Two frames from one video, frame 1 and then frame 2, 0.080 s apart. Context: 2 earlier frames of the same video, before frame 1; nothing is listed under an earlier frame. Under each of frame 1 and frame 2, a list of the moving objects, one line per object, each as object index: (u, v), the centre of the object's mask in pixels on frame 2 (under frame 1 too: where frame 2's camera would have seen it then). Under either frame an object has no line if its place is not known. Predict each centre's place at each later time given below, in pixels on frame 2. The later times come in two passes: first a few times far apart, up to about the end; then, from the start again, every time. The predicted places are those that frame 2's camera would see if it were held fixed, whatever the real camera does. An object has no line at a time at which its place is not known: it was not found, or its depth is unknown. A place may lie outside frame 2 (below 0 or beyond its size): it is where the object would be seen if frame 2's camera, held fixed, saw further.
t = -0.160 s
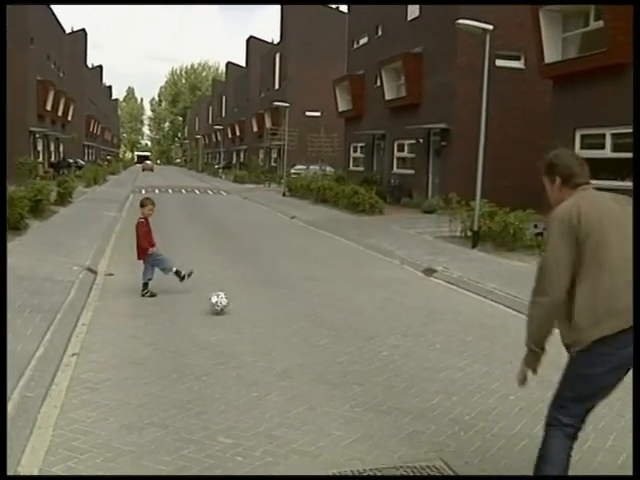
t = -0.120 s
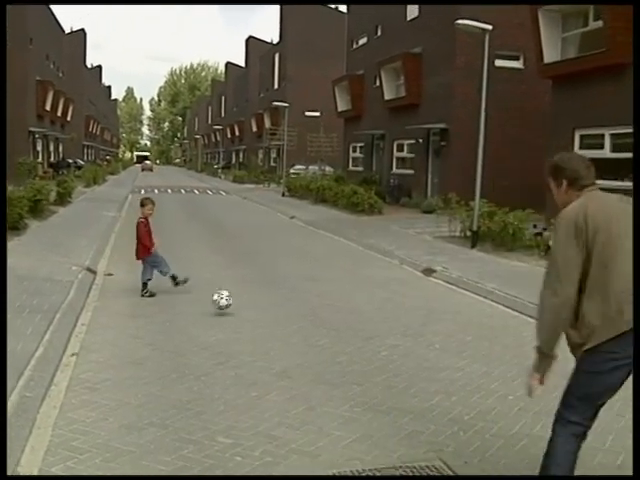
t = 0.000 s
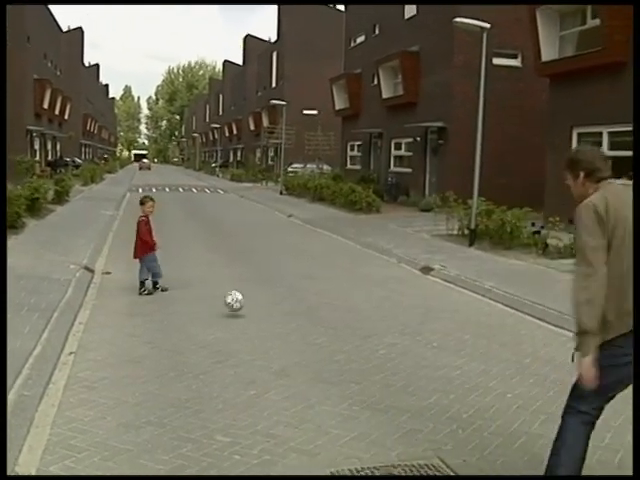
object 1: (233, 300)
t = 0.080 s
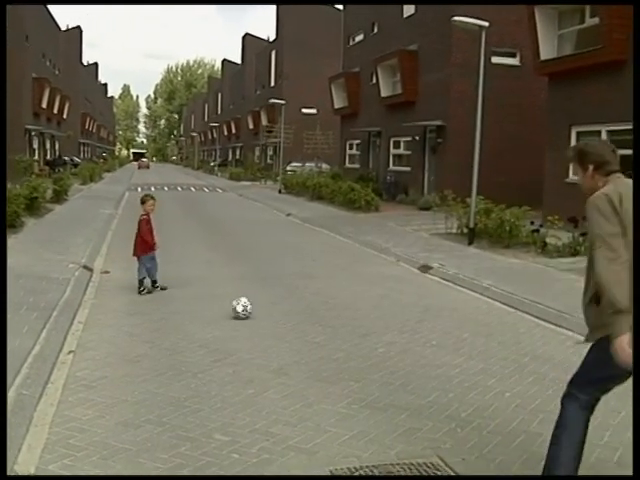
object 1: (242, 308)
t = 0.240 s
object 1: (257, 306)
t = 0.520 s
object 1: (284, 314)
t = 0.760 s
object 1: (308, 320)
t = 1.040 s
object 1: (338, 326)
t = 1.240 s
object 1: (357, 330)
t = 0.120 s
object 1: (245, 305)
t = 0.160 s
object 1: (249, 304)
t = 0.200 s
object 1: (253, 304)
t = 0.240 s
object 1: (257, 306)
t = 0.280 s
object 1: (263, 312)
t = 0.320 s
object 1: (265, 311)
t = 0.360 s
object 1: (269, 311)
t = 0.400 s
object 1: (272, 312)
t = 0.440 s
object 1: (277, 314)
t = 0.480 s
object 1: (280, 315)
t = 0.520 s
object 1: (284, 314)
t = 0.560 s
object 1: (288, 316)
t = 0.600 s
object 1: (294, 317)
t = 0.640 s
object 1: (296, 317)
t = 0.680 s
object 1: (301, 318)
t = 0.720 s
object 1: (304, 319)
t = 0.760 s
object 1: (308, 320)
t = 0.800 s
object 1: (315, 321)
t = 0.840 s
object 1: (317, 322)
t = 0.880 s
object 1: (322, 322)
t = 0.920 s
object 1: (326, 324)
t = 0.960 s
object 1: (330, 324)
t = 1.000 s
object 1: (334, 325)
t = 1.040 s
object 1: (338, 326)
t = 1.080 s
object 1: (341, 326)
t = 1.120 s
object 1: (347, 328)
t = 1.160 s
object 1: (348, 328)
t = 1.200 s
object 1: (353, 328)
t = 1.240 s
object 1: (357, 330)
